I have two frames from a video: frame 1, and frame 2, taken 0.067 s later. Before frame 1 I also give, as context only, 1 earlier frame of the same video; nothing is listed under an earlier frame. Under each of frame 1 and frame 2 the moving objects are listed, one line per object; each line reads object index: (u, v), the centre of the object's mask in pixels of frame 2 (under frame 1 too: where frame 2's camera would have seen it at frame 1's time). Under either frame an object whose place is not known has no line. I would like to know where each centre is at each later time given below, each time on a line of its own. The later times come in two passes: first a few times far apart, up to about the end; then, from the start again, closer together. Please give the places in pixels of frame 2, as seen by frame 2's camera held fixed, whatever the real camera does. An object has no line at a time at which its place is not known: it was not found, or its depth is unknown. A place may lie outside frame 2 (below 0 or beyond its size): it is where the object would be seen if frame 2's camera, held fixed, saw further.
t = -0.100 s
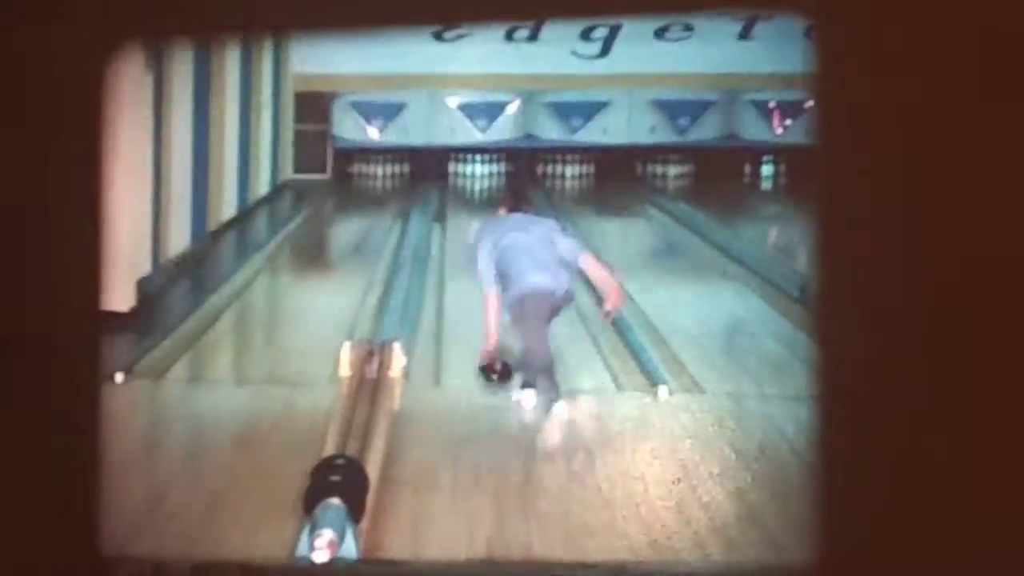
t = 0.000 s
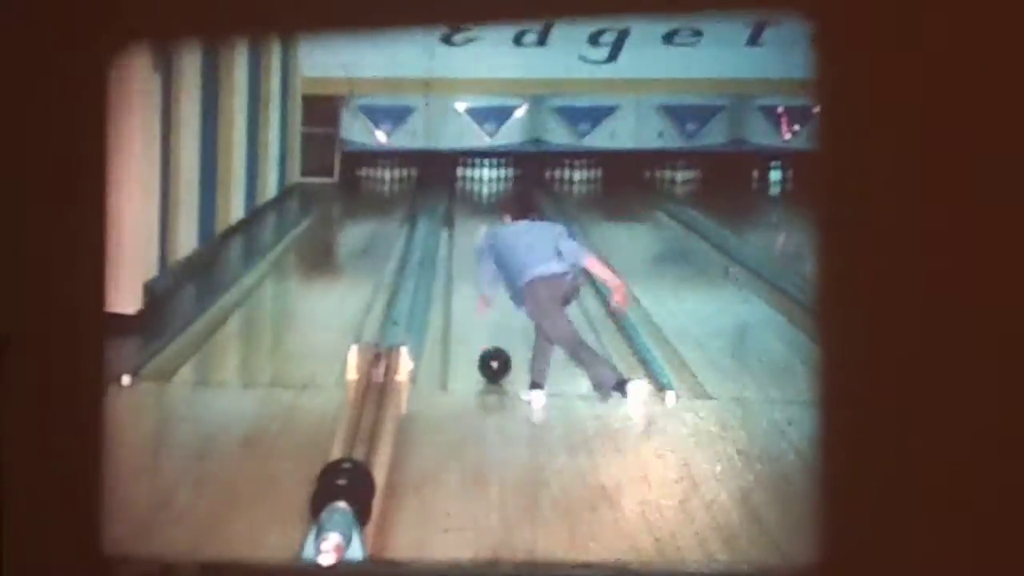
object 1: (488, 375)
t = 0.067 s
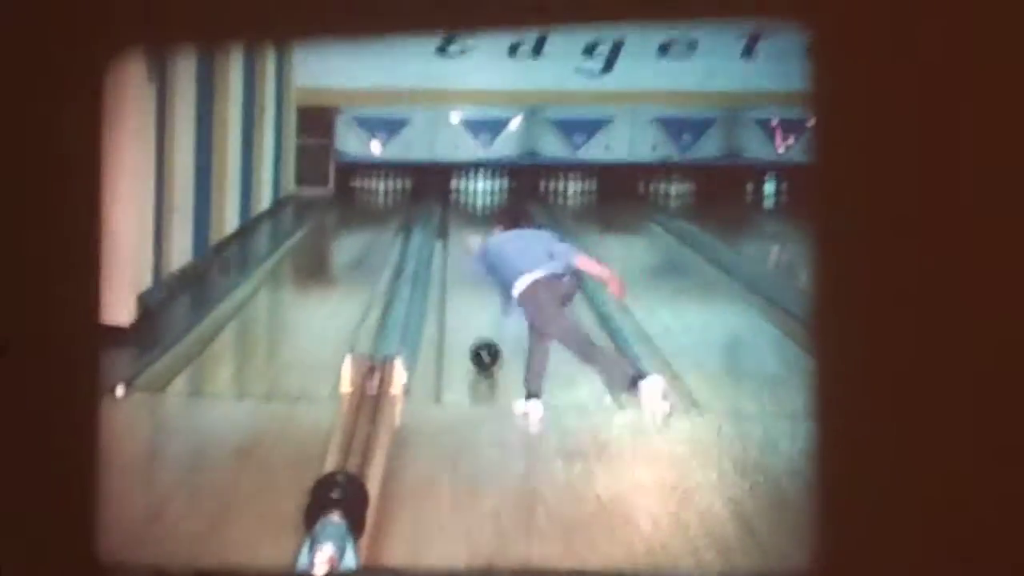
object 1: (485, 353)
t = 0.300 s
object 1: (479, 300)
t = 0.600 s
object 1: (474, 257)
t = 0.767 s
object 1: (474, 239)
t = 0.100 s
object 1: (484, 350)
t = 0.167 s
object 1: (482, 330)
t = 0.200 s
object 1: (480, 321)
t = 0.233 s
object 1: (479, 312)
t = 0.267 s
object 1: (479, 304)
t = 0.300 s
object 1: (479, 300)
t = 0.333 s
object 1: (478, 294)
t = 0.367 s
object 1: (477, 289)
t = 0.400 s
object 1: (476, 284)
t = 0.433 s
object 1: (476, 277)
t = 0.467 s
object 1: (476, 272)
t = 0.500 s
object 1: (475, 269)
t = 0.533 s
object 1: (474, 265)
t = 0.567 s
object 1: (474, 261)
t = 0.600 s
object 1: (474, 257)
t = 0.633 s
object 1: (474, 252)
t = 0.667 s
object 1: (474, 248)
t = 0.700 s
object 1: (474, 245)
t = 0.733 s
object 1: (475, 243)
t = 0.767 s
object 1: (474, 239)
